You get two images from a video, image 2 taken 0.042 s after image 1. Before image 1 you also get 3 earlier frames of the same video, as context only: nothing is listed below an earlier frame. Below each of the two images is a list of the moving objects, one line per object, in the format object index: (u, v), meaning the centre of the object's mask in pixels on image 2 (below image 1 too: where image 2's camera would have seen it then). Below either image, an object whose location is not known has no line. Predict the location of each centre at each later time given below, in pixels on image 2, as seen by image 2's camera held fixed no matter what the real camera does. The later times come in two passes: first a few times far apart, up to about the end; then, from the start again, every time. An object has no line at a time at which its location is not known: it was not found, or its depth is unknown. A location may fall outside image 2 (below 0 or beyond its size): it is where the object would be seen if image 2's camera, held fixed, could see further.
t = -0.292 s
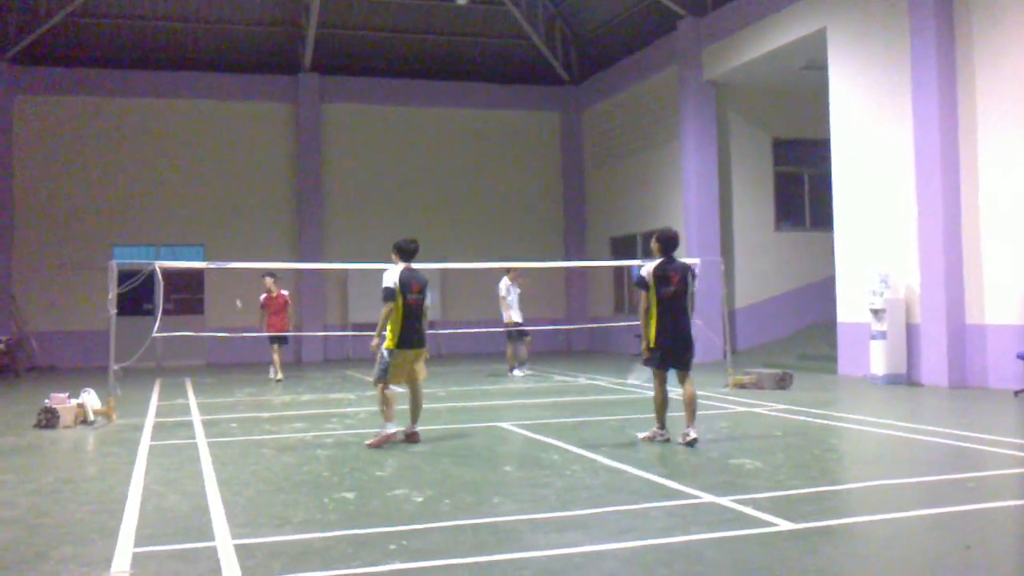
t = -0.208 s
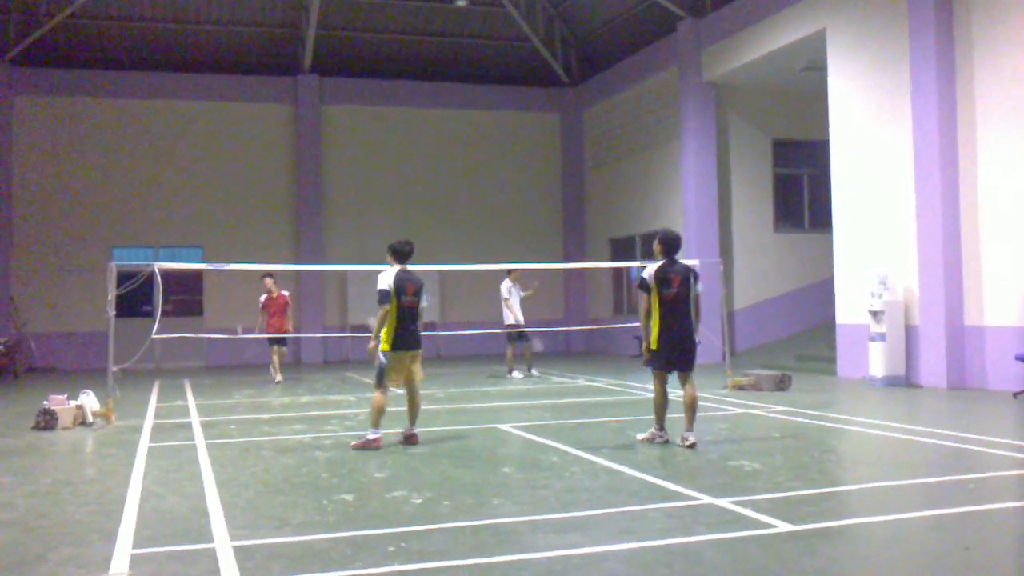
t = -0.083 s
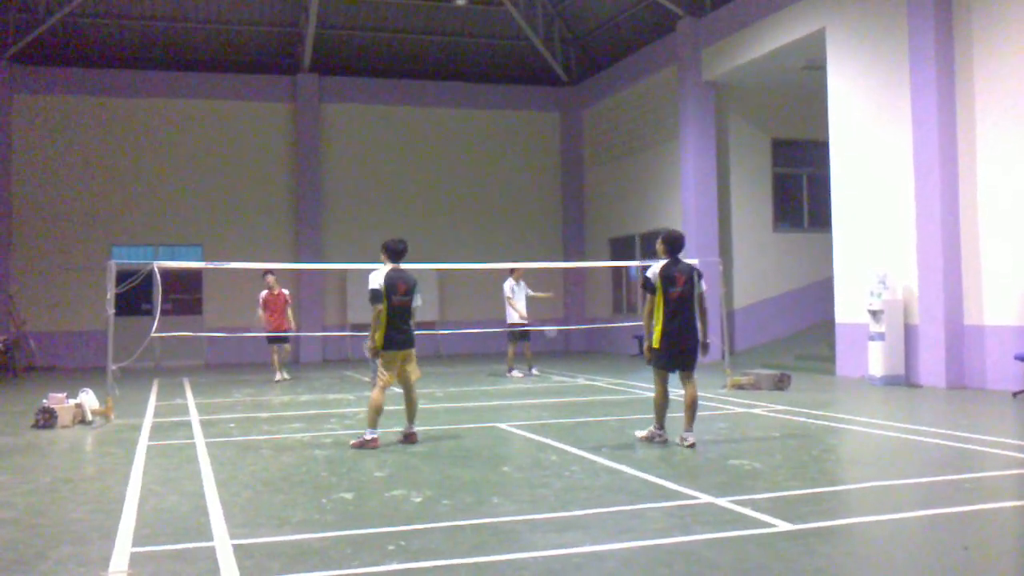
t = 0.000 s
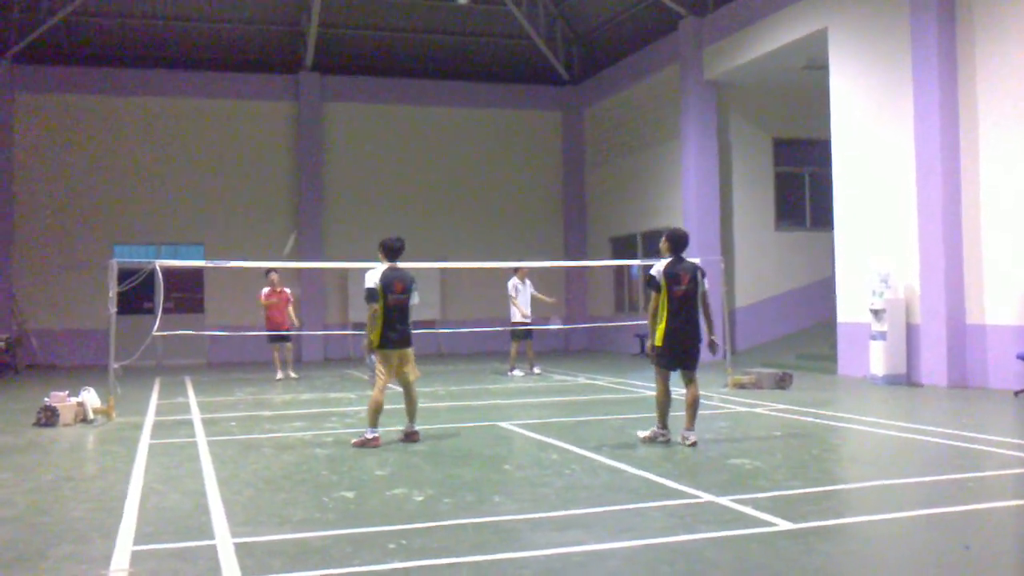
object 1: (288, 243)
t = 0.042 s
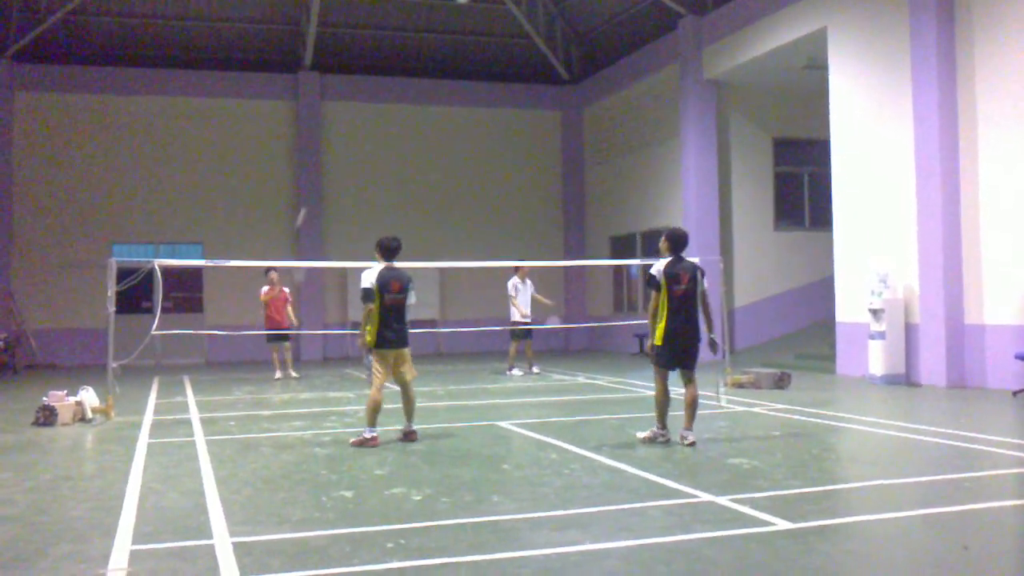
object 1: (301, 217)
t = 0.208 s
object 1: (340, 143)
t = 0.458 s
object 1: (389, 87)
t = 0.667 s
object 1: (422, 86)
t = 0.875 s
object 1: (453, 124)
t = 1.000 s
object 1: (470, 166)
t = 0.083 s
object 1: (311, 195)
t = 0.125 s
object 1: (321, 175)
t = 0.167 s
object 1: (331, 157)
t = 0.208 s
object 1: (340, 143)
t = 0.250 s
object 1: (349, 129)
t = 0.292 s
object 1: (357, 117)
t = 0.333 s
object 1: (366, 107)
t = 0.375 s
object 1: (374, 99)
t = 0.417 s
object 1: (381, 93)
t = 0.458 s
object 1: (389, 87)
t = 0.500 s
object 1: (396, 84)
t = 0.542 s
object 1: (403, 82)
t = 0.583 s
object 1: (410, 82)
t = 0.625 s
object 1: (417, 83)
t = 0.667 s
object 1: (422, 86)
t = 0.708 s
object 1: (427, 87)
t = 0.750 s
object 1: (435, 95)
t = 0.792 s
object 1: (441, 103)
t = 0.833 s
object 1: (448, 113)
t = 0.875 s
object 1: (453, 124)
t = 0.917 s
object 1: (458, 136)
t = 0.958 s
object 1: (464, 150)
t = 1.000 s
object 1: (470, 166)
